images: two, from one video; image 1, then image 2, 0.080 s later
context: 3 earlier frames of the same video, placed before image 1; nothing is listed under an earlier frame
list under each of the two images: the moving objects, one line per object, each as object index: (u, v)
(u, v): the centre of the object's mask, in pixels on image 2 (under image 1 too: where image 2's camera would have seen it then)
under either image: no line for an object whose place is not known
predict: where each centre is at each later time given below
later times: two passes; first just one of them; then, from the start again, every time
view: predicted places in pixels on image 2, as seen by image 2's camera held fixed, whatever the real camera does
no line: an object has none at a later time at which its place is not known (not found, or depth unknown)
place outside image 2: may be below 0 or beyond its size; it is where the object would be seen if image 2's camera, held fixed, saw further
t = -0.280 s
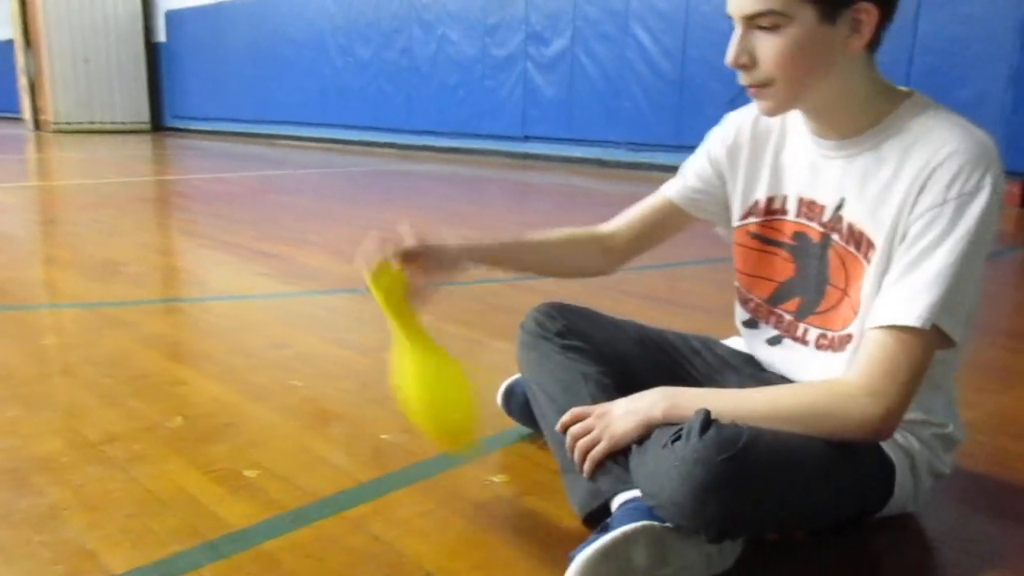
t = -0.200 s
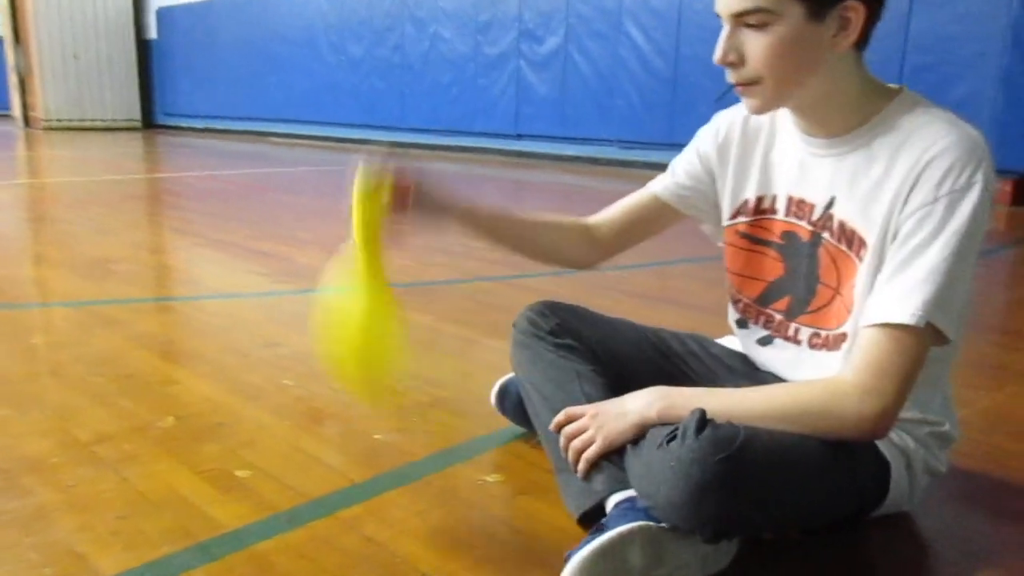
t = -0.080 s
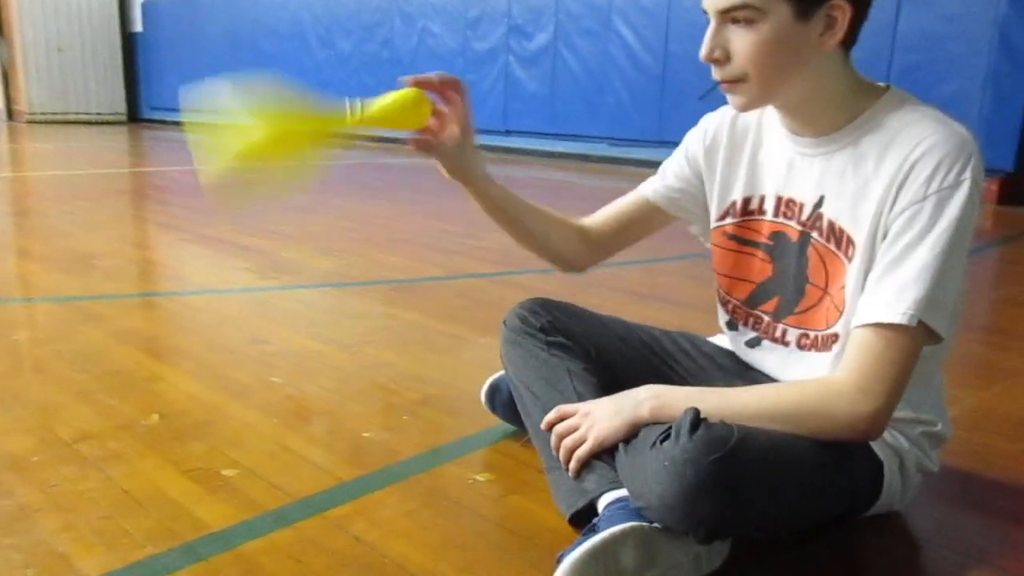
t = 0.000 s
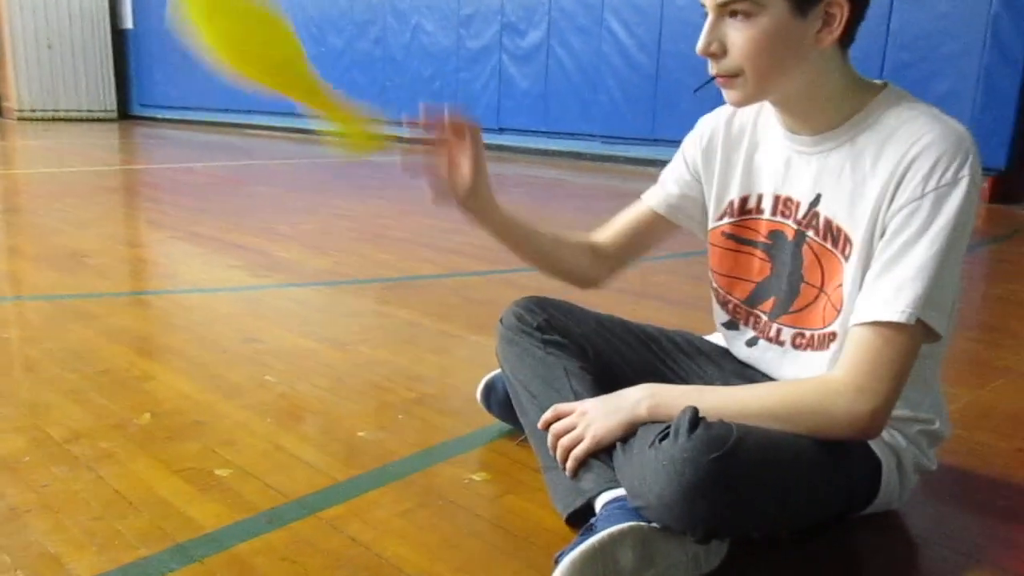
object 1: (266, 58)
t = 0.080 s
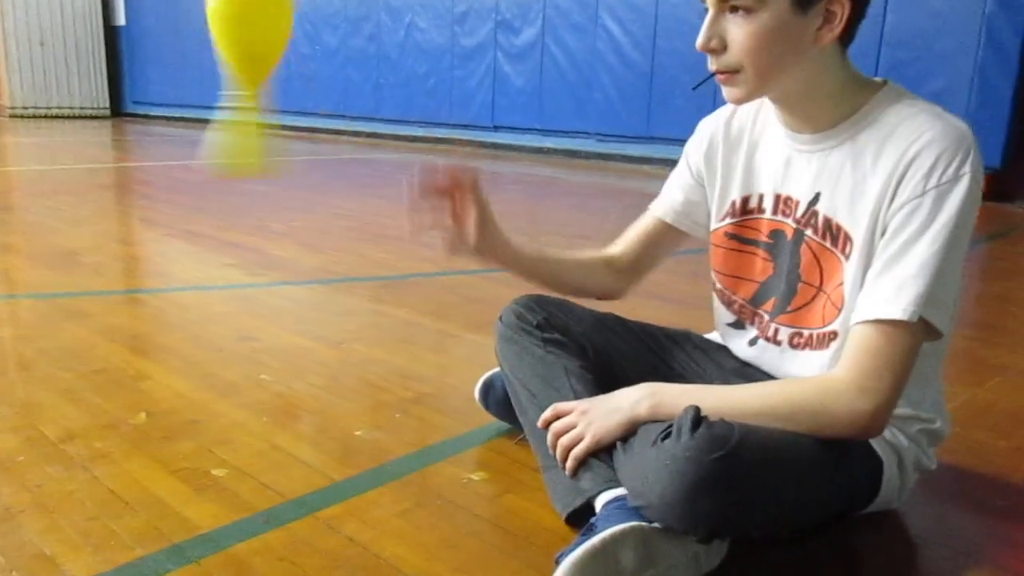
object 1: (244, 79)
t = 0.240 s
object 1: (215, 180)
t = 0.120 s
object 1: (227, 78)
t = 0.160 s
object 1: (231, 81)
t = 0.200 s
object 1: (224, 118)
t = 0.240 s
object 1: (215, 180)
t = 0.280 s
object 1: (201, 246)
